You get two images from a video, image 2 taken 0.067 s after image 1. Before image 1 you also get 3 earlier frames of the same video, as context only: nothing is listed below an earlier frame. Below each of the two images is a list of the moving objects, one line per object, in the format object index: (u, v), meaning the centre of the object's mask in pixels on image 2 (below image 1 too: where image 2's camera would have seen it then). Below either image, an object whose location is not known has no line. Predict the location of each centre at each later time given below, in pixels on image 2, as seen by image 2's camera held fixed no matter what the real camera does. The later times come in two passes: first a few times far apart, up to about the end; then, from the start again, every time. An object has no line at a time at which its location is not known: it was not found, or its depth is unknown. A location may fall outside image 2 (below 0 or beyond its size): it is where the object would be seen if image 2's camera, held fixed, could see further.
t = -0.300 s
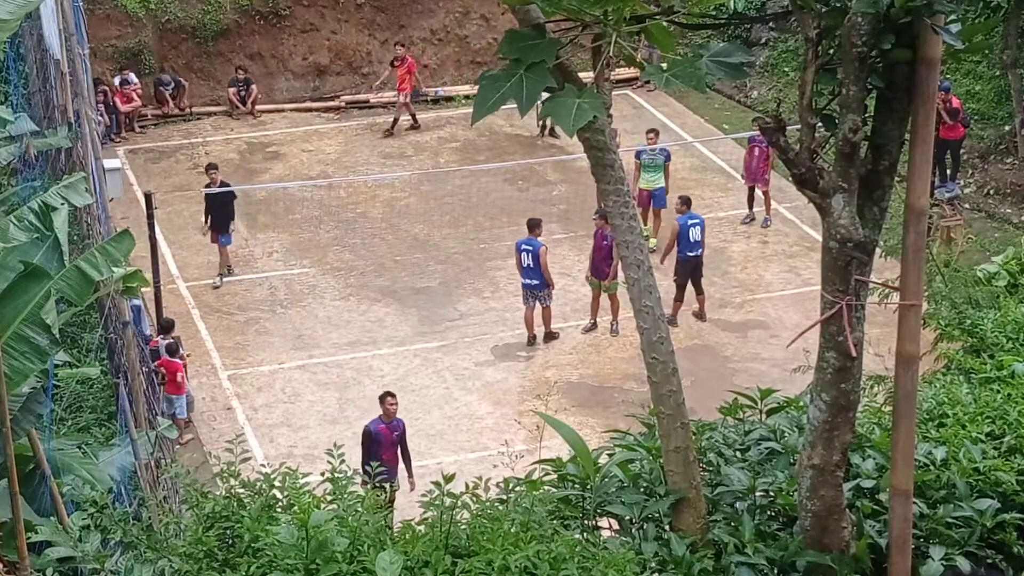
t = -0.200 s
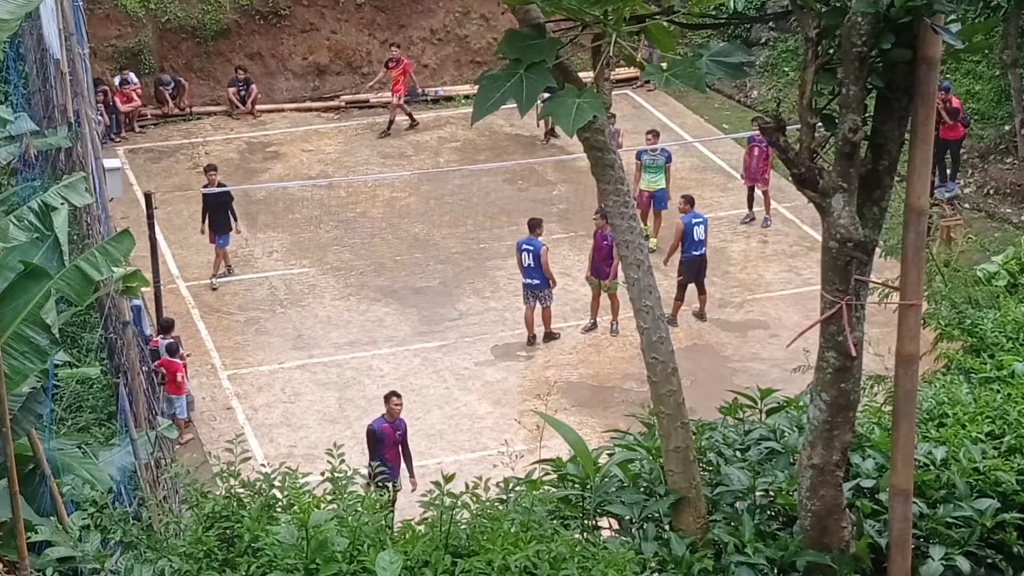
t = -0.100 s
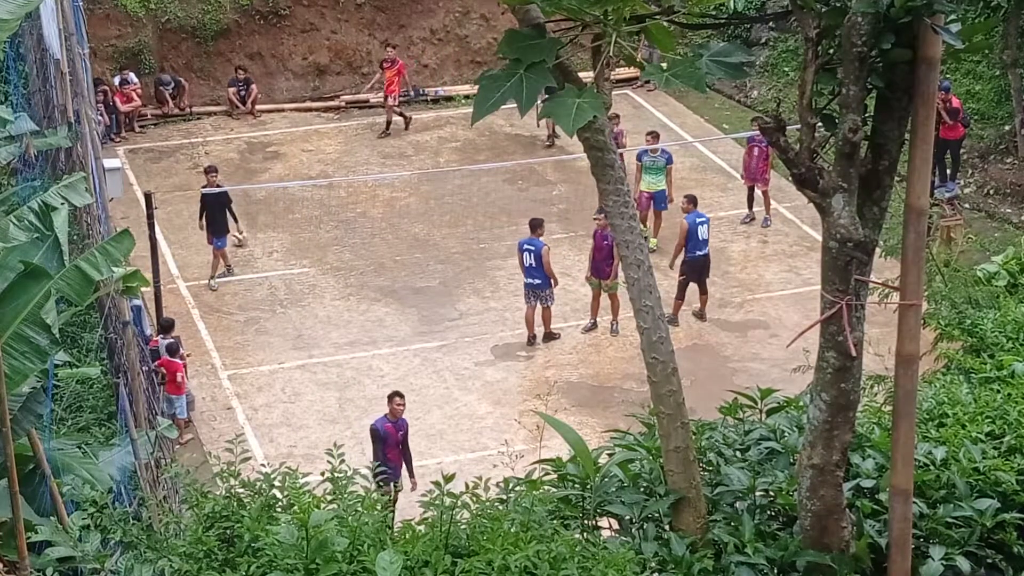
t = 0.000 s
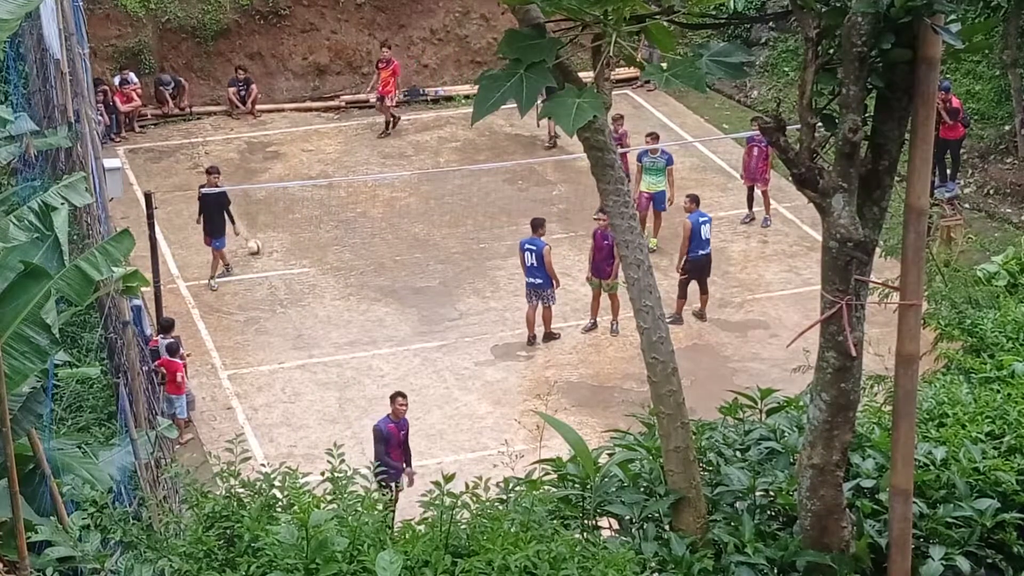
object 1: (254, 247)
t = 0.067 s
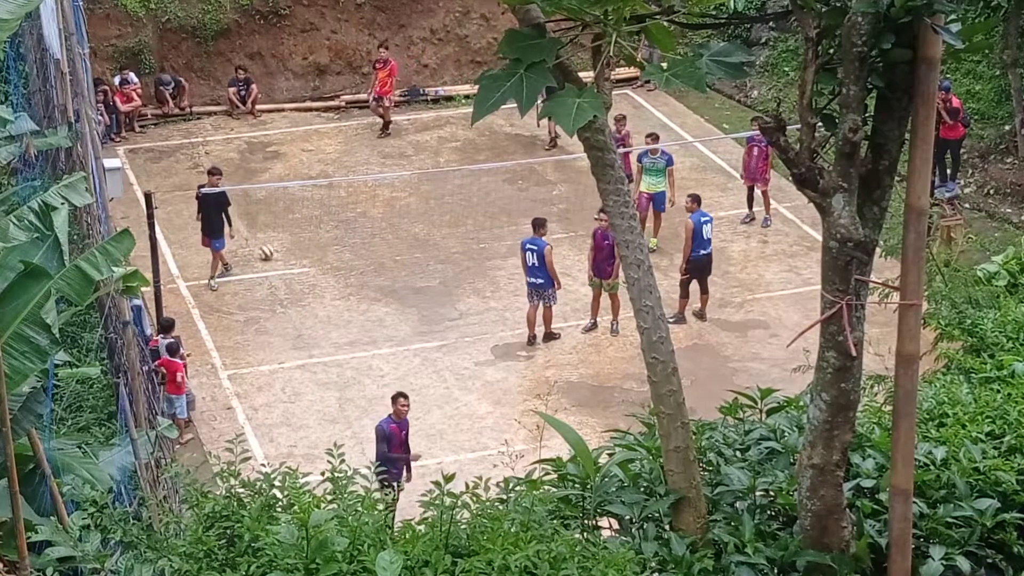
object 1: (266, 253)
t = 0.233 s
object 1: (294, 267)
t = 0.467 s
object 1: (333, 287)
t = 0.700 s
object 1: (374, 307)
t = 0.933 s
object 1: (415, 329)
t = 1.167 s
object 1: (457, 350)
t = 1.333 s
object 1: (488, 365)
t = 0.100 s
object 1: (271, 256)
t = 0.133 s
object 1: (276, 257)
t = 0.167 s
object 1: (281, 261)
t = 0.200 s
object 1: (288, 264)
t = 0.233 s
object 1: (294, 267)
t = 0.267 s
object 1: (299, 270)
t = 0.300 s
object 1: (304, 272)
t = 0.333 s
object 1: (310, 276)
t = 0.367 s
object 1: (316, 279)
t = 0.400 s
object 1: (322, 281)
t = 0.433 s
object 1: (327, 284)
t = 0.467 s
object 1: (333, 287)
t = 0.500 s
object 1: (338, 291)
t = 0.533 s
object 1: (344, 293)
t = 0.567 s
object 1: (350, 296)
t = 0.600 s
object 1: (356, 298)
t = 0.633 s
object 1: (361, 301)
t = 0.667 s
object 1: (367, 305)
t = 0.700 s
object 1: (374, 307)
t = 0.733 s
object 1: (379, 310)
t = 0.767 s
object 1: (385, 313)
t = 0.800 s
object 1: (391, 316)
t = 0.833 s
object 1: (397, 319)
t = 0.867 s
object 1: (402, 322)
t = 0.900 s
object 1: (409, 326)
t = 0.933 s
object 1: (415, 329)
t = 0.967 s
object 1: (420, 331)
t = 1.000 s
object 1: (426, 334)
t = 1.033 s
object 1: (433, 337)
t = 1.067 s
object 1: (439, 340)
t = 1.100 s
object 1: (445, 343)
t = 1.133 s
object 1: (451, 346)
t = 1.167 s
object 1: (457, 350)
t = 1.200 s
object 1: (464, 353)
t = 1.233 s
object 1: (470, 356)
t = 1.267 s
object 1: (476, 359)
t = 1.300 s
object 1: (482, 362)
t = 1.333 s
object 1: (488, 365)
